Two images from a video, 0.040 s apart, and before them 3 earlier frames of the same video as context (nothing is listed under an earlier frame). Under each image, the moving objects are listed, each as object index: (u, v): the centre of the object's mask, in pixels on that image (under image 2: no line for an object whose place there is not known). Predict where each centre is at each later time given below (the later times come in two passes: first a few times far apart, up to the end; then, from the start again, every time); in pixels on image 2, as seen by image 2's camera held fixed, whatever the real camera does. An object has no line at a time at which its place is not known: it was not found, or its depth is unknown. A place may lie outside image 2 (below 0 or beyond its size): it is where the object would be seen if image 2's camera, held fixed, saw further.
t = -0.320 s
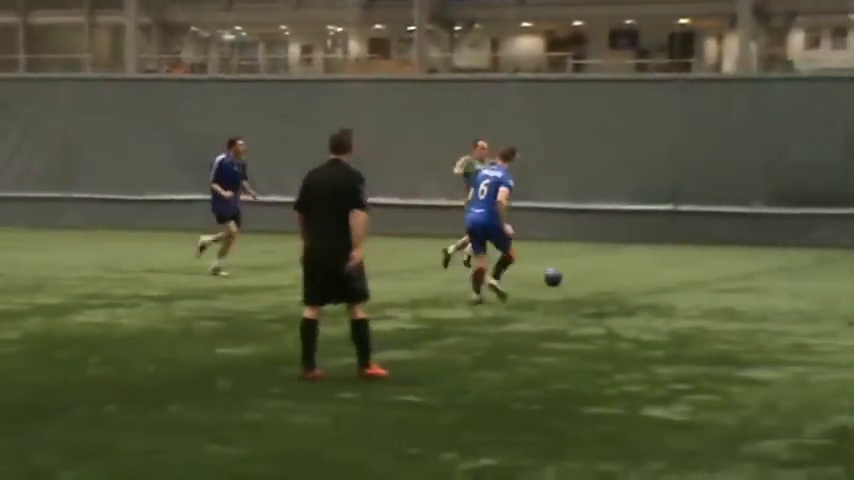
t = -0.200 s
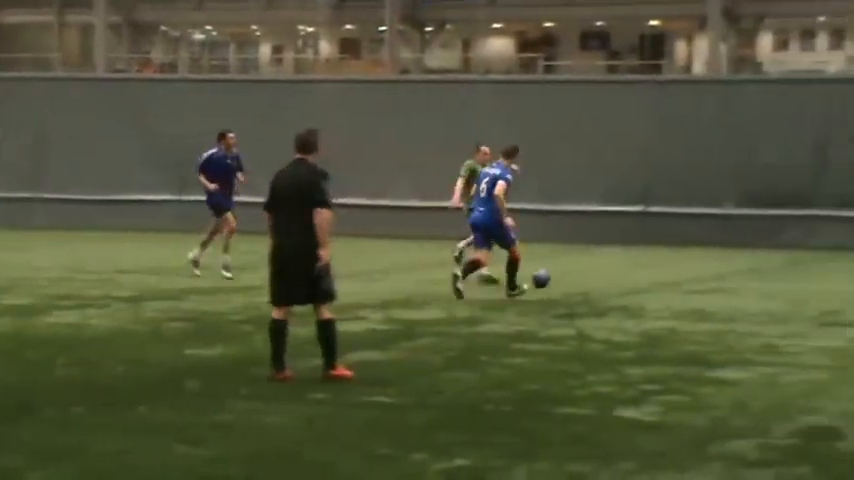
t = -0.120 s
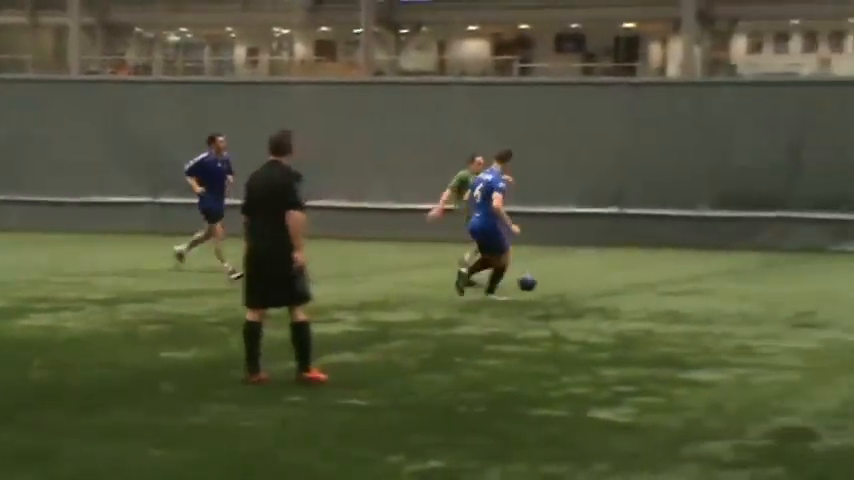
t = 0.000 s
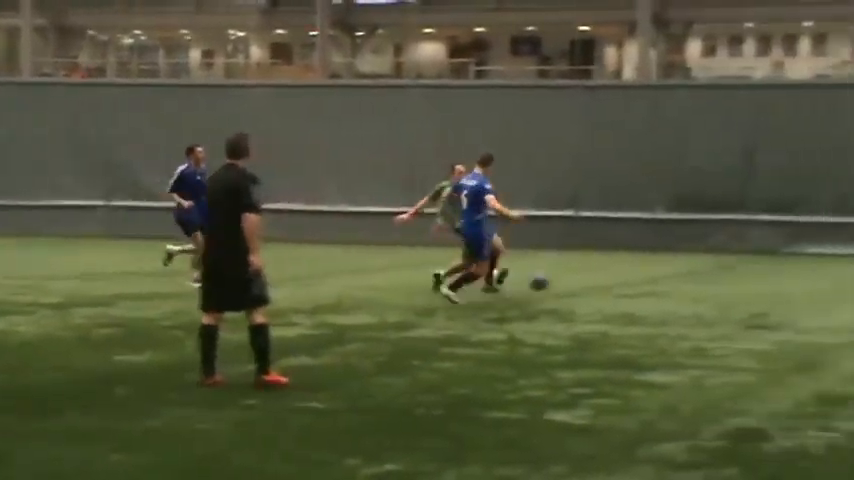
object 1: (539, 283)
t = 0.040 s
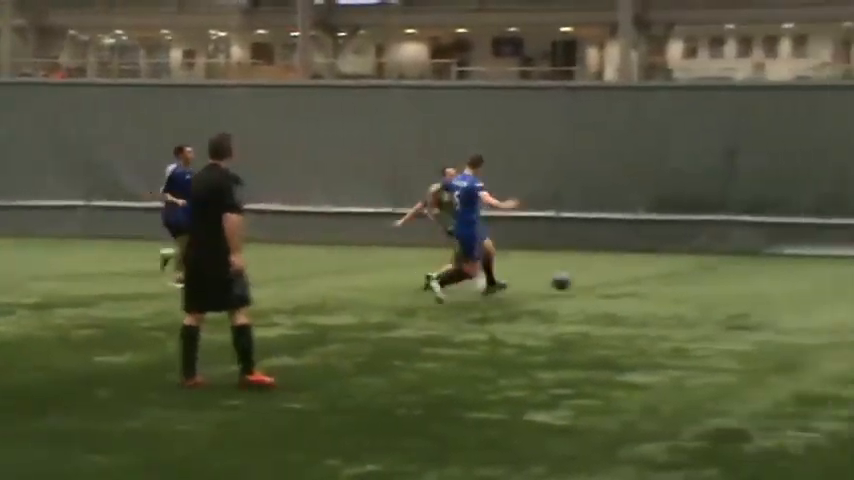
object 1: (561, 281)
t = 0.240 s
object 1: (770, 301)
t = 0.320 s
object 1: (845, 297)
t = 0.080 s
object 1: (600, 282)
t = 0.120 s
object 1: (642, 285)
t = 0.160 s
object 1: (684, 288)
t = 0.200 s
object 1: (728, 295)
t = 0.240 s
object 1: (770, 301)
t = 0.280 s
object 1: (807, 298)
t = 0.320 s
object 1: (845, 297)
